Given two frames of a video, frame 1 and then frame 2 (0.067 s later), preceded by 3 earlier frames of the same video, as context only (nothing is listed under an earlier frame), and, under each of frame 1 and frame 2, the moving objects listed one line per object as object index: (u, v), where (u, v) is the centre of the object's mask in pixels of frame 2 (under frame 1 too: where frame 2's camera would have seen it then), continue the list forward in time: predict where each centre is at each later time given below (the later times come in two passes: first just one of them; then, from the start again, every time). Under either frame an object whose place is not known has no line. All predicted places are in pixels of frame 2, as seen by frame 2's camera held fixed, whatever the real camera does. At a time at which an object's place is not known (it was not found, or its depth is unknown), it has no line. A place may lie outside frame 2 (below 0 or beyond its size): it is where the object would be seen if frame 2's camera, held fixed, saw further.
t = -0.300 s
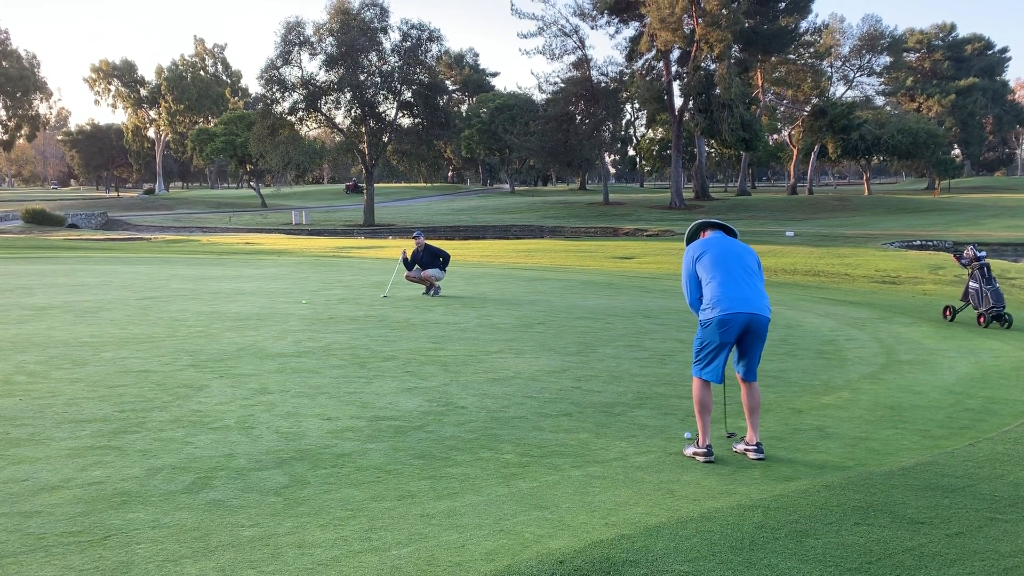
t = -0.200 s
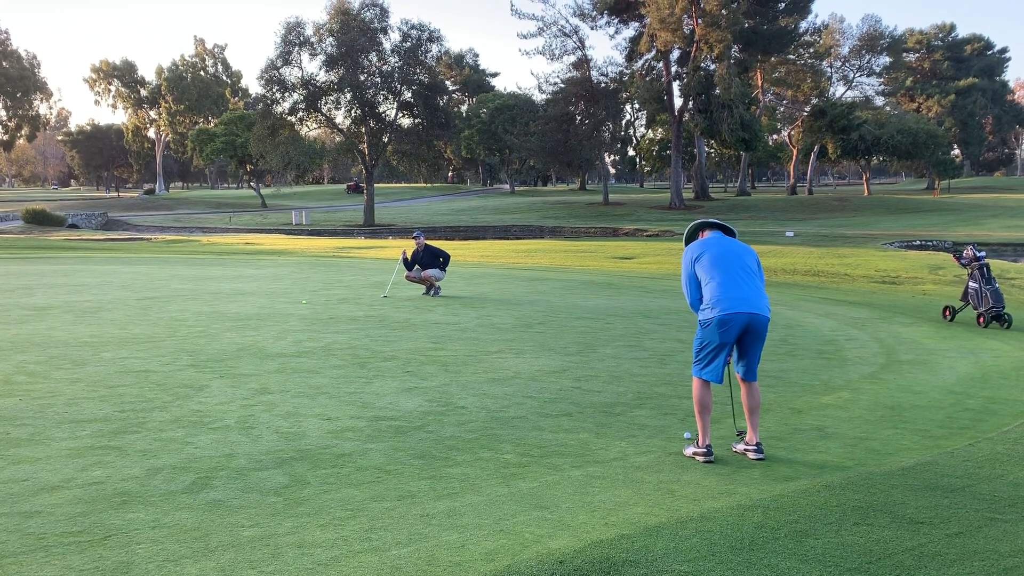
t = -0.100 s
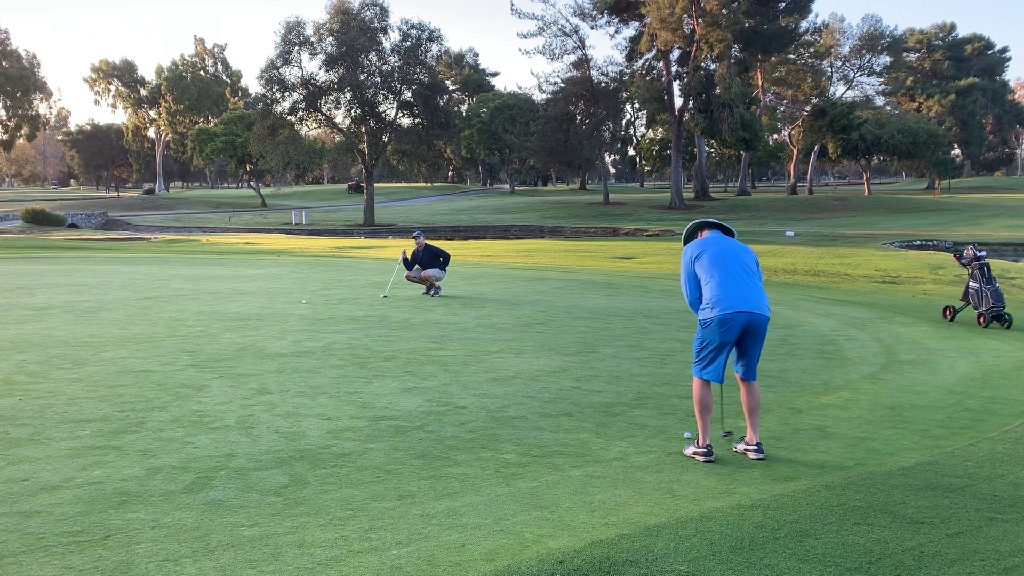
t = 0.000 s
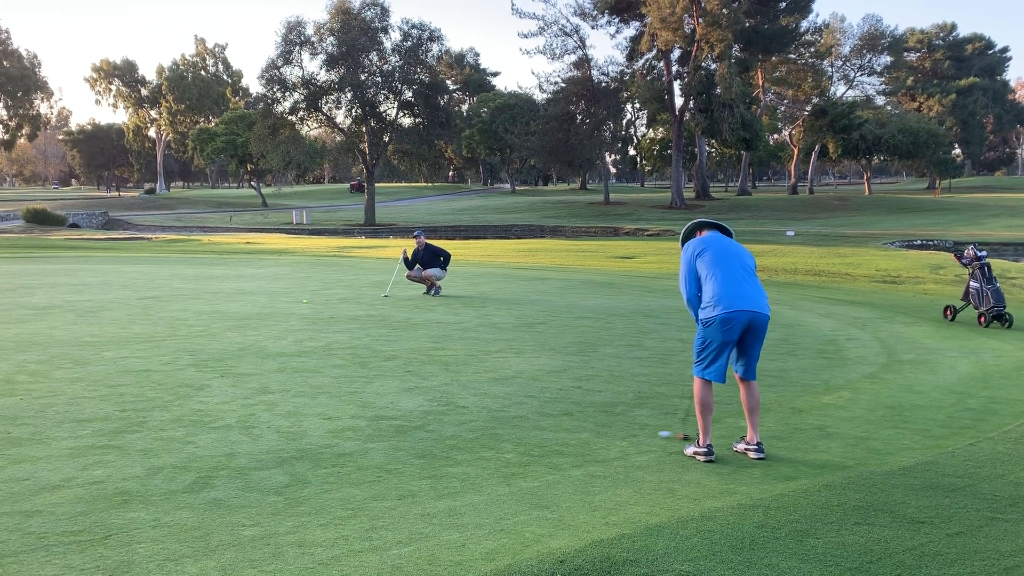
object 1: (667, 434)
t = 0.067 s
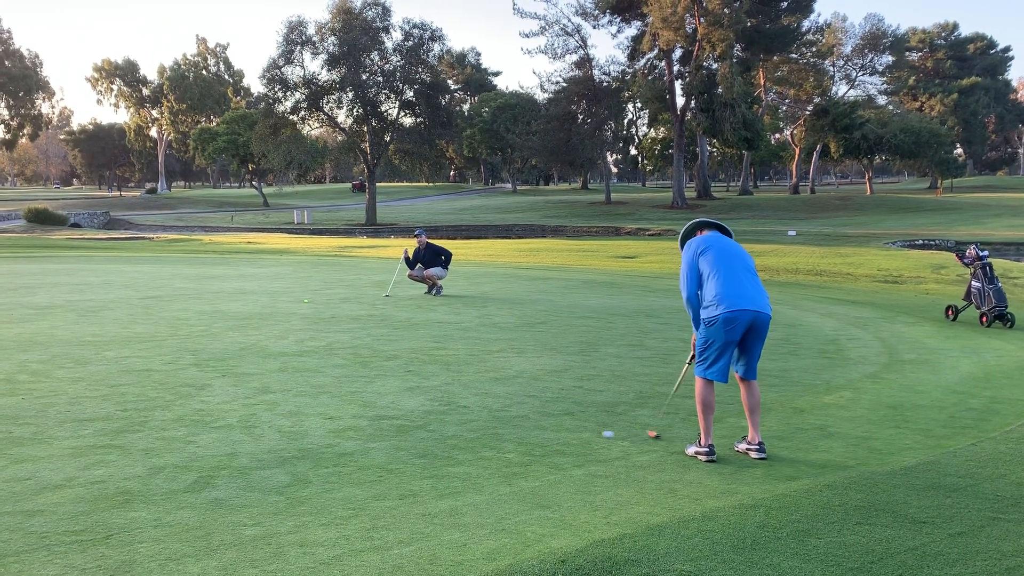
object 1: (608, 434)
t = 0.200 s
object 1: (502, 434)
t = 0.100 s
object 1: (580, 434)
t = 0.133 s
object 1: (554, 434)
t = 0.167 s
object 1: (527, 434)
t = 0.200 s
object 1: (502, 434)
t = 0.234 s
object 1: (477, 434)
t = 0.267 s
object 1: (453, 433)
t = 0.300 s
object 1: (430, 434)
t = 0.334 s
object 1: (408, 432)
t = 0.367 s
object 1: (386, 433)
